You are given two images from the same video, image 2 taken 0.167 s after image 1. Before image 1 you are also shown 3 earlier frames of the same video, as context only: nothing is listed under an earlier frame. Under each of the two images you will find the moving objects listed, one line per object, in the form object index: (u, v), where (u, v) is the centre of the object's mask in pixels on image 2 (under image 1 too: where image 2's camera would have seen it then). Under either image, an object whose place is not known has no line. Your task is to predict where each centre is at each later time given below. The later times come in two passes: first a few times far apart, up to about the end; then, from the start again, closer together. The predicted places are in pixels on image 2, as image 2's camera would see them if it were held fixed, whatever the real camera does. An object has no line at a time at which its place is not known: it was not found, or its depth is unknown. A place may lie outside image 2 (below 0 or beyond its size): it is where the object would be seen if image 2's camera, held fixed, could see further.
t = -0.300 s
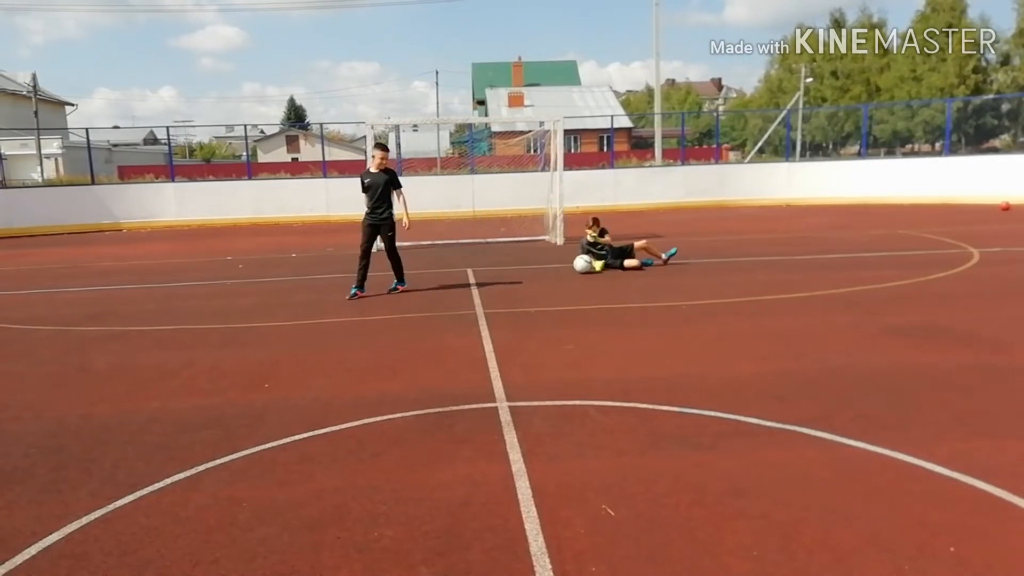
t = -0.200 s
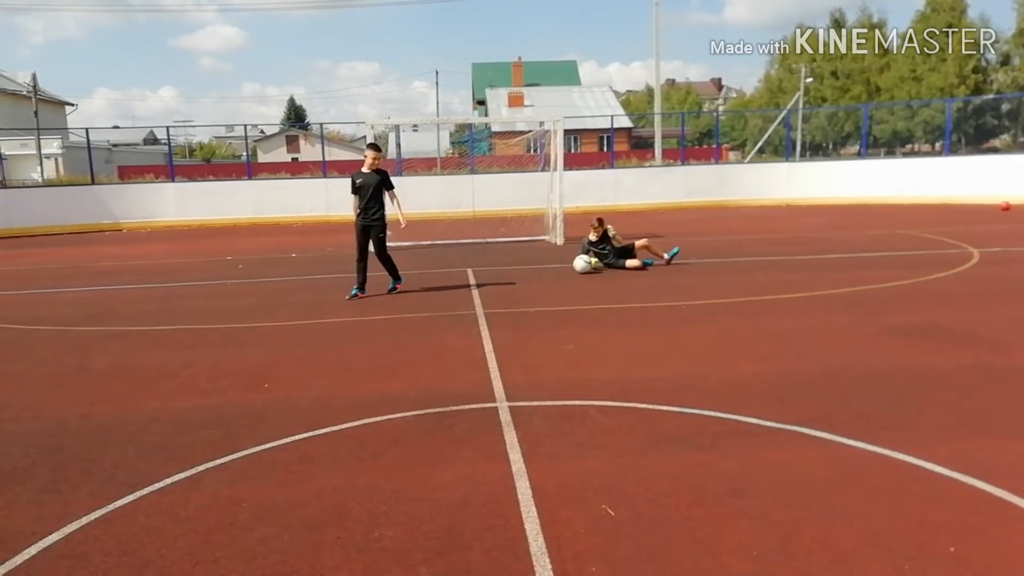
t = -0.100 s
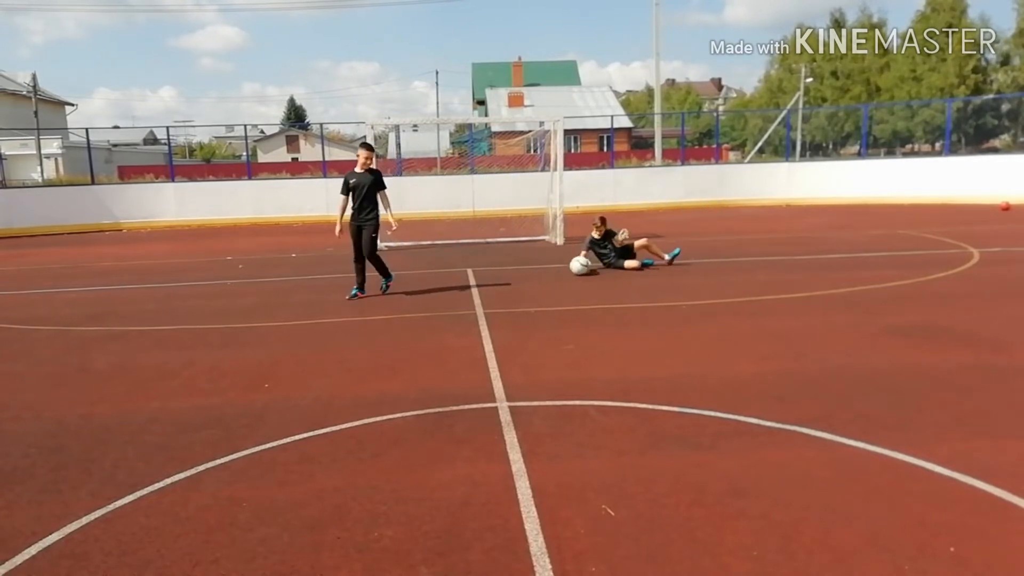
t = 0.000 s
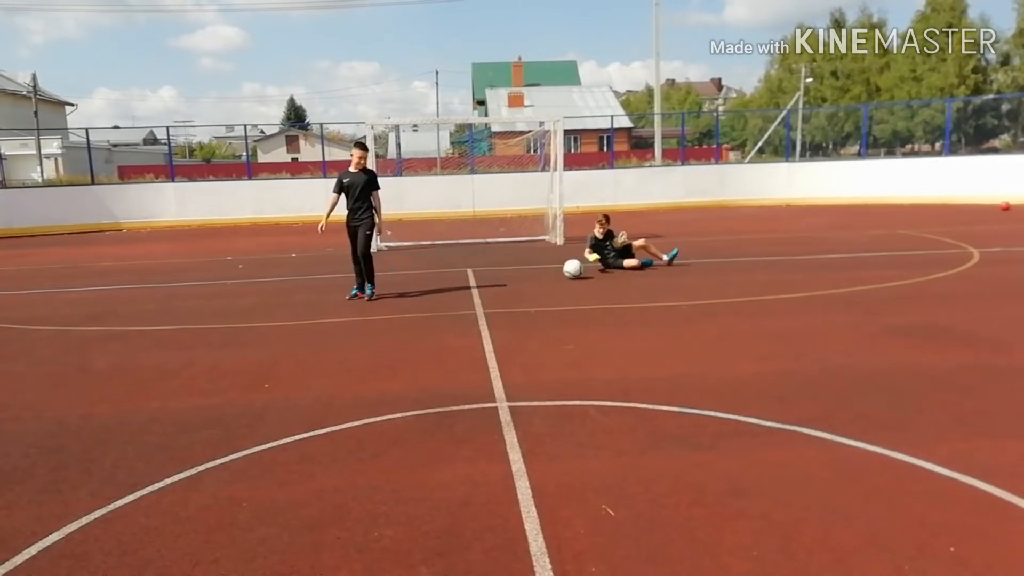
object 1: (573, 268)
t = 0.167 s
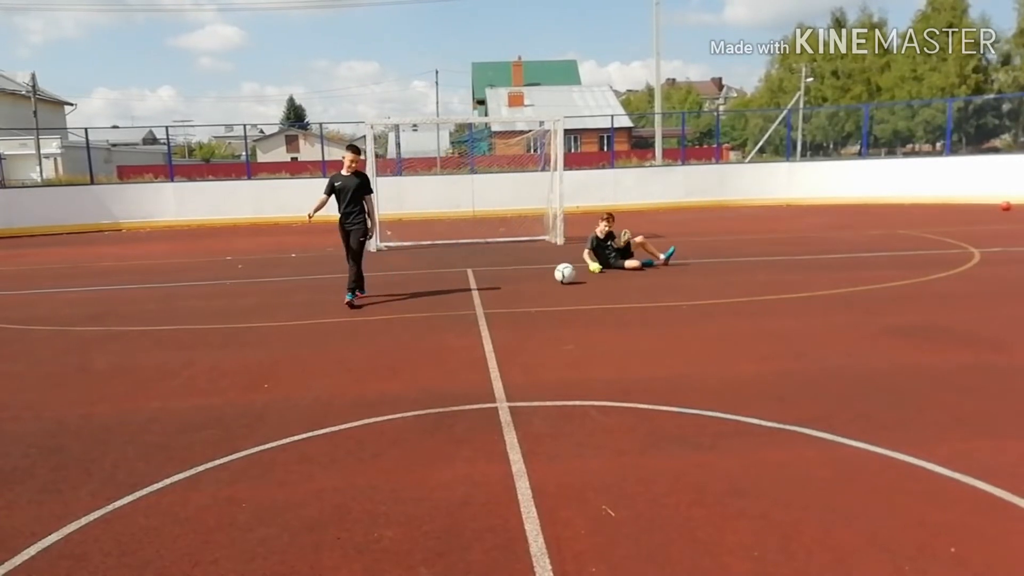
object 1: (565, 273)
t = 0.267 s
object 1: (560, 276)
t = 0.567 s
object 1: (544, 287)
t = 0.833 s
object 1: (531, 294)
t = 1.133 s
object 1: (512, 307)
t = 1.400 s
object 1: (494, 319)
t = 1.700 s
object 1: (470, 336)
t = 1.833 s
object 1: (458, 344)
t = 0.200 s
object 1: (563, 274)
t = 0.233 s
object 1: (561, 275)
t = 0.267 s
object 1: (560, 276)
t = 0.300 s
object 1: (558, 277)
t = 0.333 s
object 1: (556, 278)
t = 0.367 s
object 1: (555, 279)
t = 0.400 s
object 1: (553, 280)
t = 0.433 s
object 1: (551, 282)
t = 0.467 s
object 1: (550, 283)
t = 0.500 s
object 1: (548, 285)
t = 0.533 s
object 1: (546, 285)
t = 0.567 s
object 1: (544, 287)
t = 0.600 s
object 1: (542, 287)
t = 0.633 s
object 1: (540, 289)
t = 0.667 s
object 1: (538, 290)
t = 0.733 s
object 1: (537, 291)
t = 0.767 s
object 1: (535, 292)
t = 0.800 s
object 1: (533, 293)
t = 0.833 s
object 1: (531, 294)
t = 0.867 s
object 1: (529, 296)
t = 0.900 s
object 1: (527, 297)
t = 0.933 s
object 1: (525, 298)
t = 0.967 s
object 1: (523, 299)
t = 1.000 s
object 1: (521, 301)
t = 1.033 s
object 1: (519, 302)
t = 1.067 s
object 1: (517, 304)
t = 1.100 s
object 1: (514, 305)
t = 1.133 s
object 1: (512, 307)
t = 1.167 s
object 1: (510, 308)
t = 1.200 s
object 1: (508, 310)
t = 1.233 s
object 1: (505, 311)
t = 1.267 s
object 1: (503, 312)
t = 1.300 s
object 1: (501, 314)
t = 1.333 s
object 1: (498, 316)
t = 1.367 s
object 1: (496, 317)
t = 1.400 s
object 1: (494, 319)
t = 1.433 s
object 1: (491, 321)
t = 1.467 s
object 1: (489, 322)
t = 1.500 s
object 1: (486, 324)
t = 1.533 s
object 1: (484, 326)
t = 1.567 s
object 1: (481, 327)
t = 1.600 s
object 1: (479, 330)
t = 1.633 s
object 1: (476, 332)
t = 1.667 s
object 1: (473, 334)
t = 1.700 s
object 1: (470, 336)
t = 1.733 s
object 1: (467, 338)
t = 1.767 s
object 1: (465, 341)
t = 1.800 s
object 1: (461, 342)
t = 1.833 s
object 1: (458, 344)
